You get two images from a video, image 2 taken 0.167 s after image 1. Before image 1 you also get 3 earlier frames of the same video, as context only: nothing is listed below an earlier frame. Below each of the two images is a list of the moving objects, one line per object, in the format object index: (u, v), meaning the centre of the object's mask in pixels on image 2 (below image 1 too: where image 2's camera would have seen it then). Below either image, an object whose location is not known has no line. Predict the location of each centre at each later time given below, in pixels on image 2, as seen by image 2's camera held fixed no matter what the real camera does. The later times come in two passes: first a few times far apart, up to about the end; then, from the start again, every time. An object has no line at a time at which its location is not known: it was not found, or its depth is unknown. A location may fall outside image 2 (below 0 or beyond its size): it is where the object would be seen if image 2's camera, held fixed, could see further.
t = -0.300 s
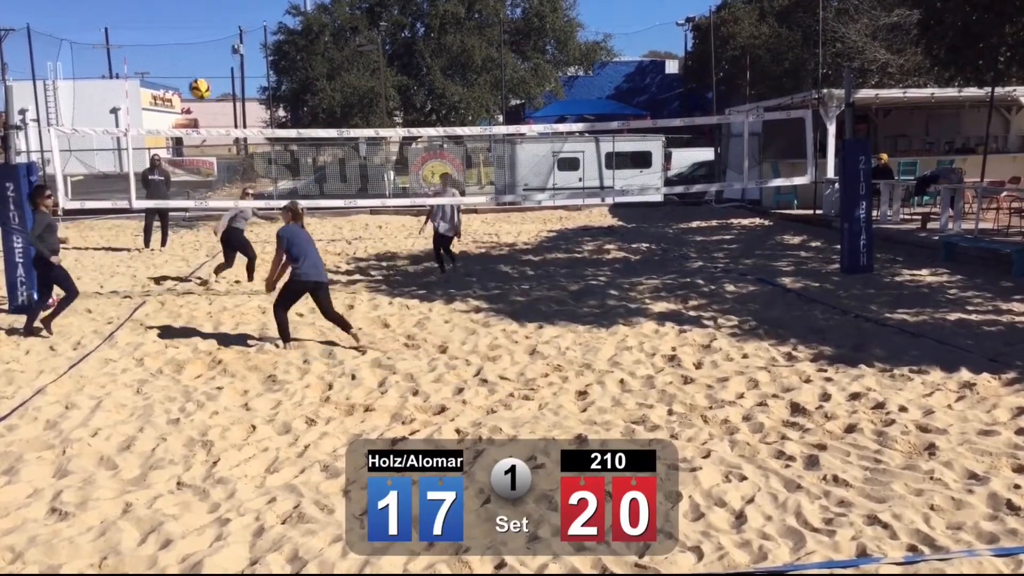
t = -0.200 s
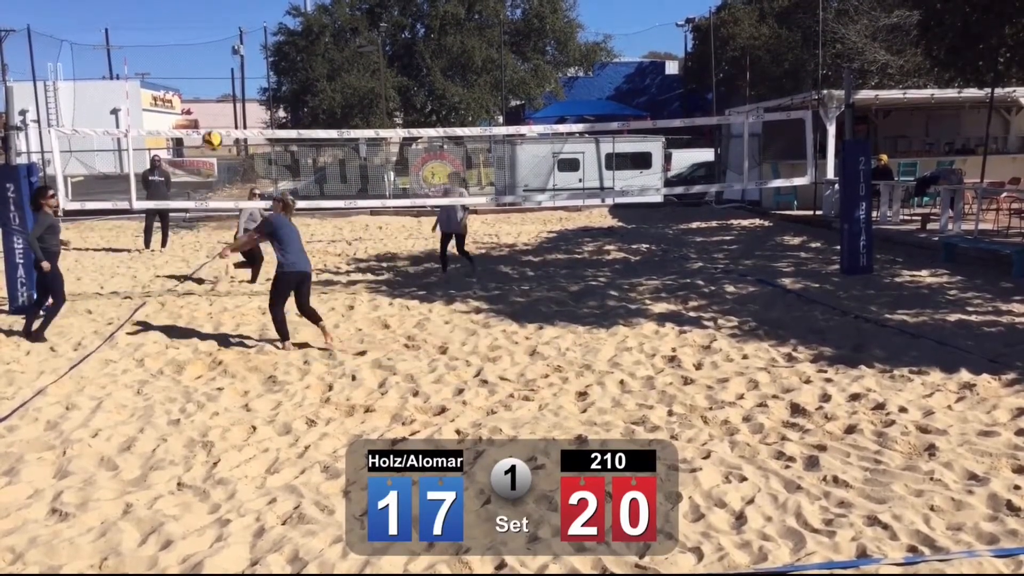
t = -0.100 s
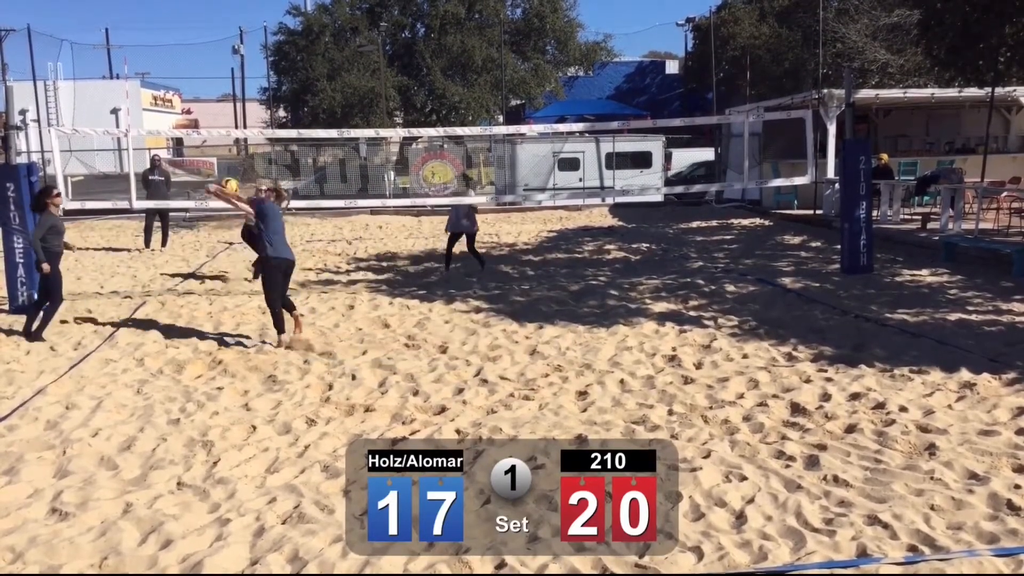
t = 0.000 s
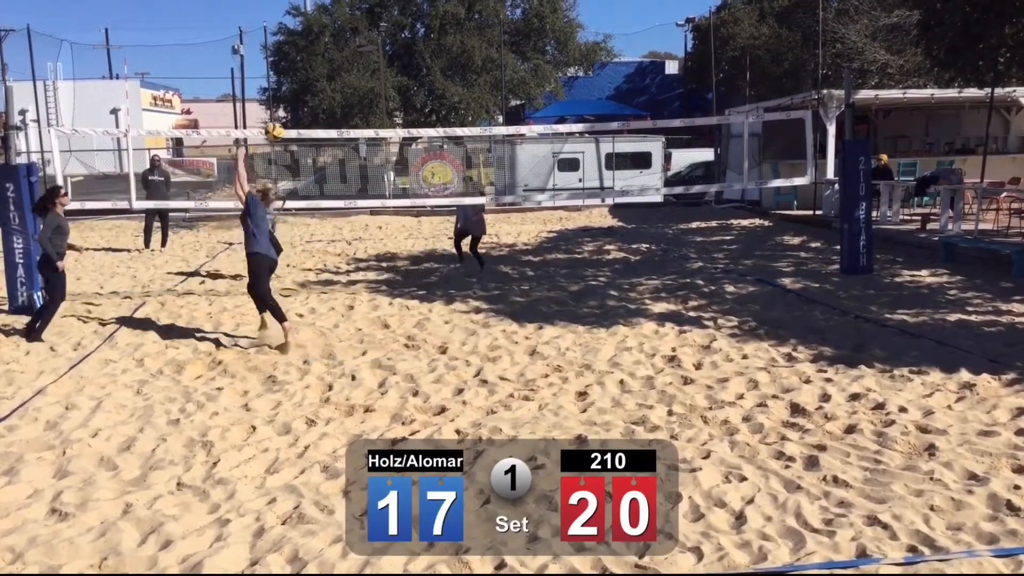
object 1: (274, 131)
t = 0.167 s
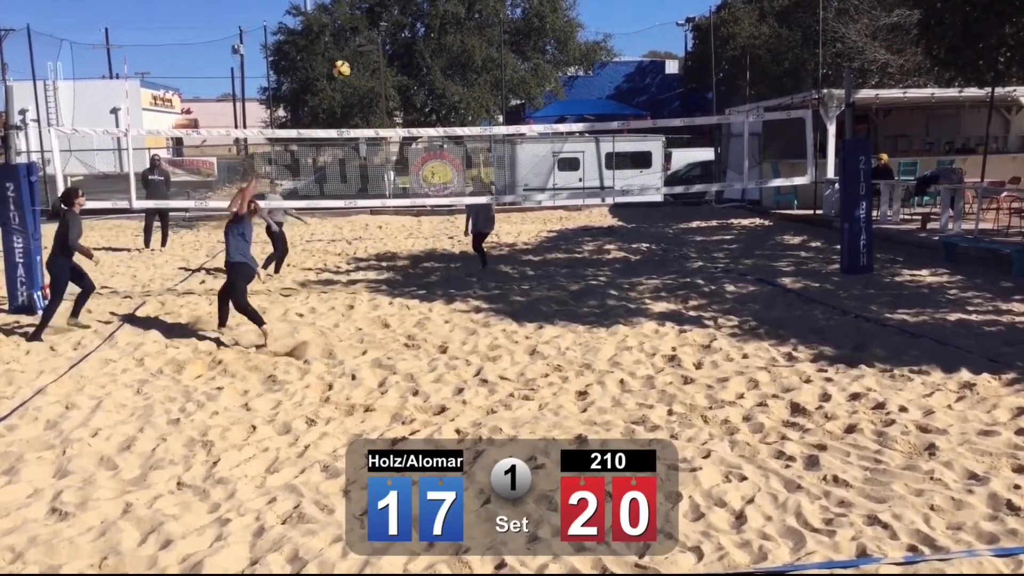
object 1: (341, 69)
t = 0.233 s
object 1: (366, 55)
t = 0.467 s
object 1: (439, 35)
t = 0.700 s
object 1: (501, 55)
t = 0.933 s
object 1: (550, 104)
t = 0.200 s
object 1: (354, 61)
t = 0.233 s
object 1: (366, 55)
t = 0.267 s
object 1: (377, 49)
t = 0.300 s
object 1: (389, 44)
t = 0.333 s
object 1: (400, 41)
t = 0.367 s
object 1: (410, 38)
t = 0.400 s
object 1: (420, 35)
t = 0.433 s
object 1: (430, 35)
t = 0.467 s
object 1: (439, 35)
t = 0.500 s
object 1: (450, 35)
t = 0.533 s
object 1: (458, 36)
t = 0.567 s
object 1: (467, 39)
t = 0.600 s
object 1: (476, 42)
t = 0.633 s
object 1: (485, 45)
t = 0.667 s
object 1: (493, 51)
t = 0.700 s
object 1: (501, 55)
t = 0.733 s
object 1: (508, 60)
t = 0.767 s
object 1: (516, 66)
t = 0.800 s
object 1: (523, 73)
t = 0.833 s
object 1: (530, 80)
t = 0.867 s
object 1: (537, 87)
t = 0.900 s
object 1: (543, 95)
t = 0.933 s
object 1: (550, 104)
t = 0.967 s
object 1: (556, 113)
